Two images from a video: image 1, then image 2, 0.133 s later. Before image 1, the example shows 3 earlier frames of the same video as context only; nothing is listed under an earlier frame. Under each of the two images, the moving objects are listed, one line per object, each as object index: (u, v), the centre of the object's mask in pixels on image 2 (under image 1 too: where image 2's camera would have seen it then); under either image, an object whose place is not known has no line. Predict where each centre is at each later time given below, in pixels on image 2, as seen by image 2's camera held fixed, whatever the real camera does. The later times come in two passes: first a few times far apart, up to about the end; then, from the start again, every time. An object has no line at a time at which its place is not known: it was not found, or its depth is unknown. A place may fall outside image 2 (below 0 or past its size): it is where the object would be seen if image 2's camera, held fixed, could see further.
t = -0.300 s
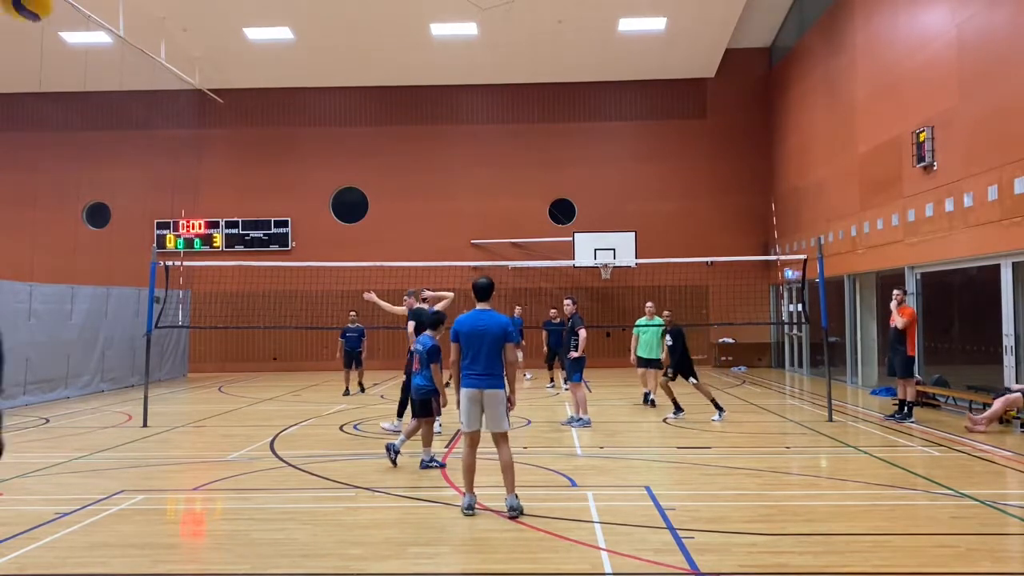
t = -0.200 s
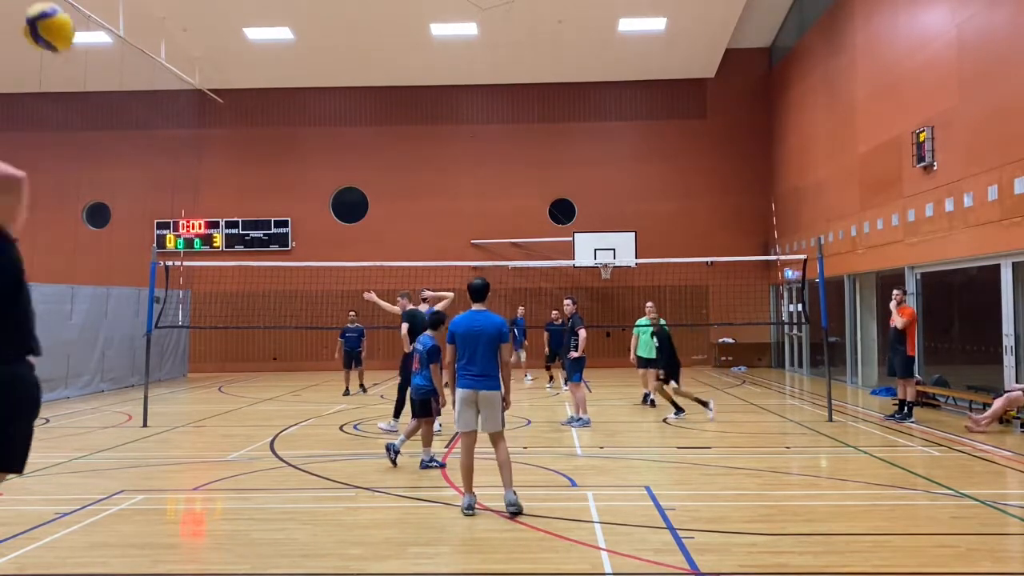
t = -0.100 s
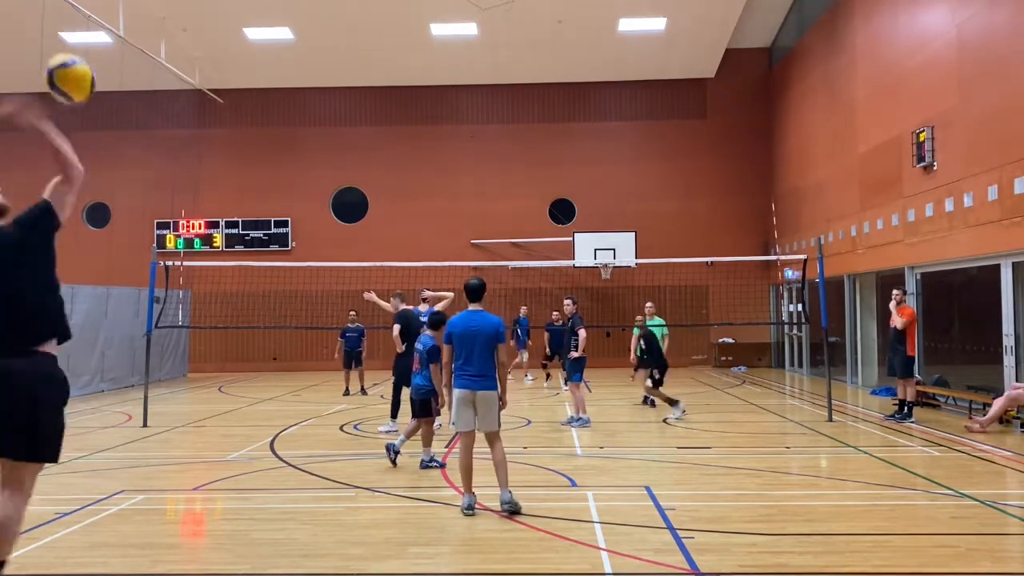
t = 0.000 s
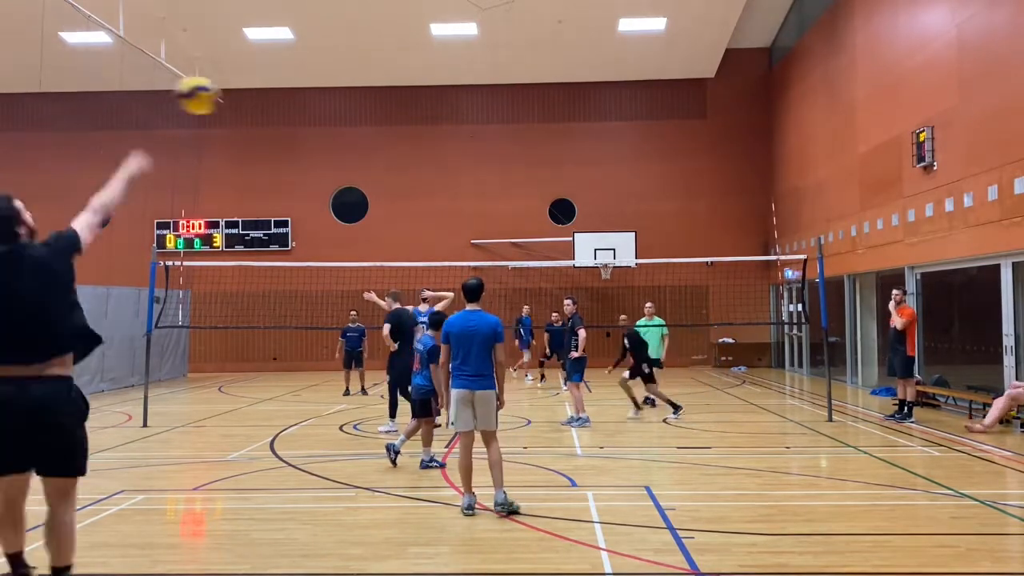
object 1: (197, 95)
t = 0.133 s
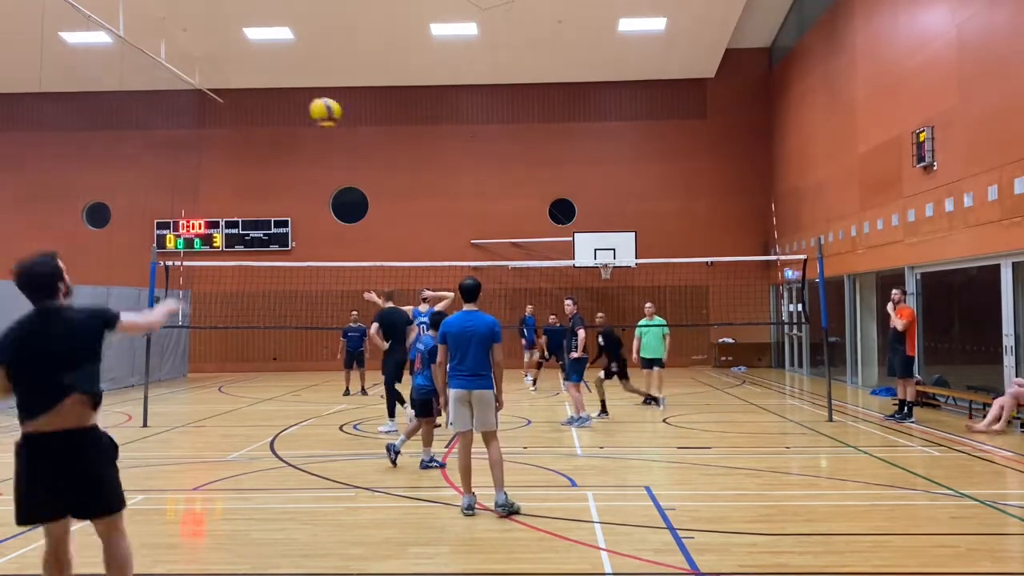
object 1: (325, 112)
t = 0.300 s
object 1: (414, 147)
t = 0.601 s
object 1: (494, 226)
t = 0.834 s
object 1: (529, 292)
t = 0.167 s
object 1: (347, 118)
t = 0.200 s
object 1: (367, 125)
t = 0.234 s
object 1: (384, 132)
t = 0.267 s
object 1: (400, 139)
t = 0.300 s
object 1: (414, 147)
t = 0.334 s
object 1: (427, 156)
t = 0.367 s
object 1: (438, 165)
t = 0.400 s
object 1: (449, 173)
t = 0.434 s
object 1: (458, 181)
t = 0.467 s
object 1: (466, 189)
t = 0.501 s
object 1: (475, 198)
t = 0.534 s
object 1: (482, 207)
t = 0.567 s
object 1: (488, 217)
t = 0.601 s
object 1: (494, 226)
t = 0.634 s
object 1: (500, 235)
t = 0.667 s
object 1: (506, 244)
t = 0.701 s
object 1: (511, 253)
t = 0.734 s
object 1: (515, 263)
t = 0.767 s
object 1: (520, 273)
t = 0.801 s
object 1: (525, 282)
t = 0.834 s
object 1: (529, 292)
